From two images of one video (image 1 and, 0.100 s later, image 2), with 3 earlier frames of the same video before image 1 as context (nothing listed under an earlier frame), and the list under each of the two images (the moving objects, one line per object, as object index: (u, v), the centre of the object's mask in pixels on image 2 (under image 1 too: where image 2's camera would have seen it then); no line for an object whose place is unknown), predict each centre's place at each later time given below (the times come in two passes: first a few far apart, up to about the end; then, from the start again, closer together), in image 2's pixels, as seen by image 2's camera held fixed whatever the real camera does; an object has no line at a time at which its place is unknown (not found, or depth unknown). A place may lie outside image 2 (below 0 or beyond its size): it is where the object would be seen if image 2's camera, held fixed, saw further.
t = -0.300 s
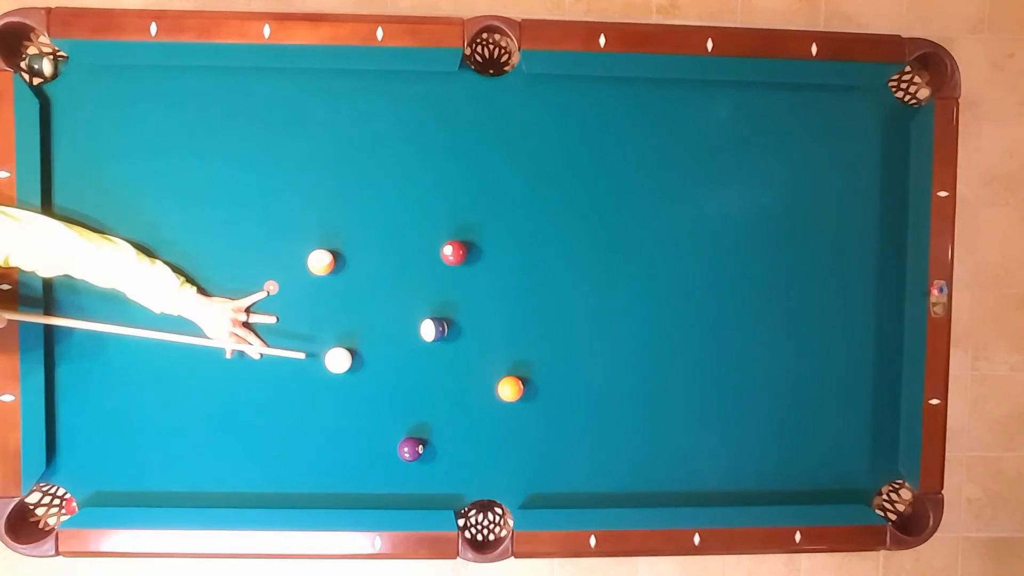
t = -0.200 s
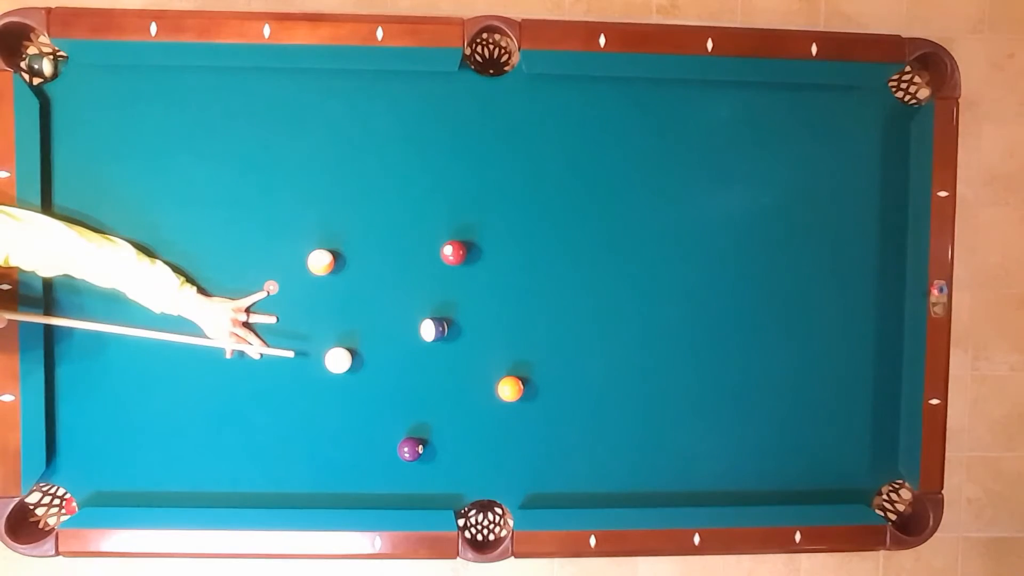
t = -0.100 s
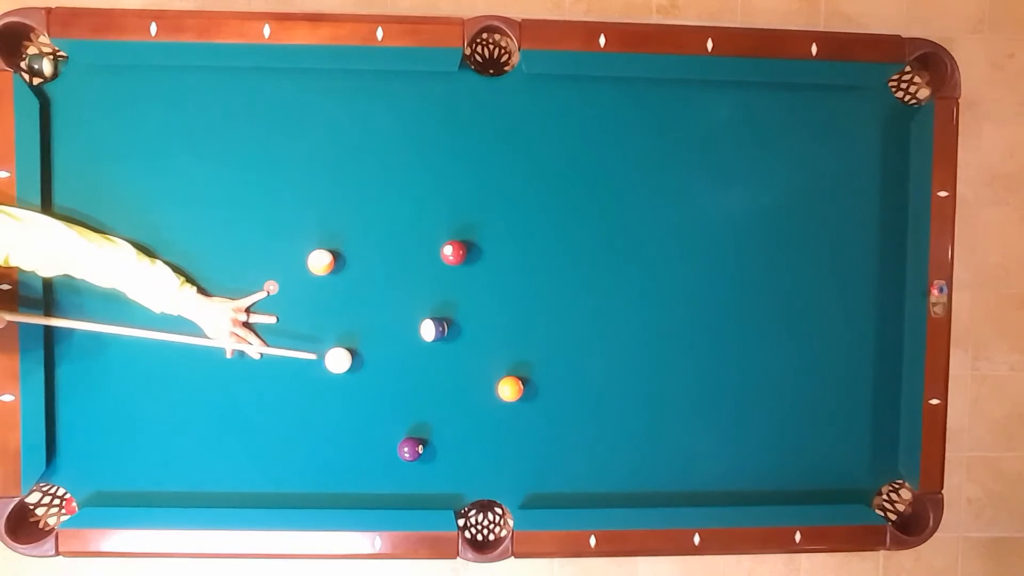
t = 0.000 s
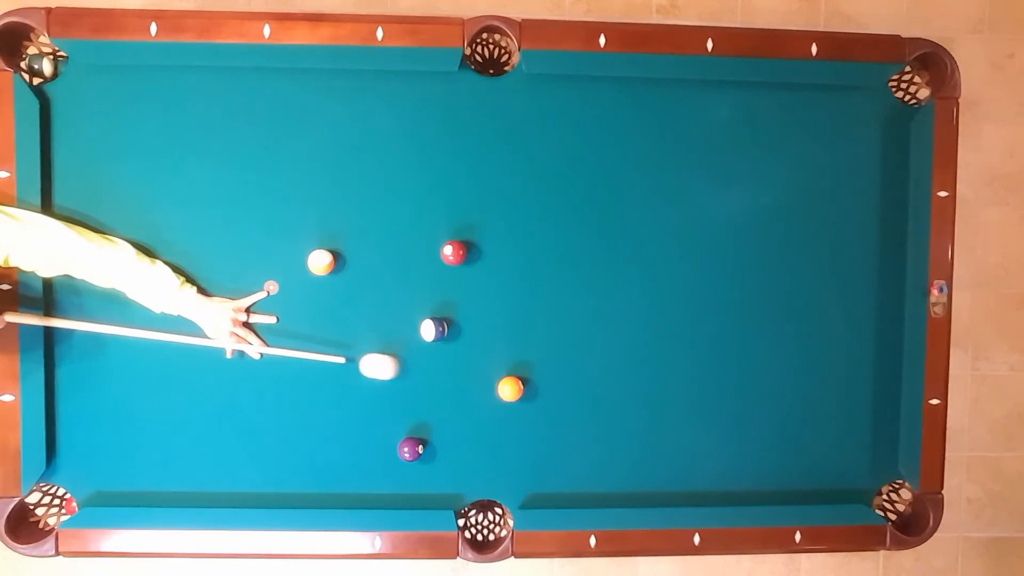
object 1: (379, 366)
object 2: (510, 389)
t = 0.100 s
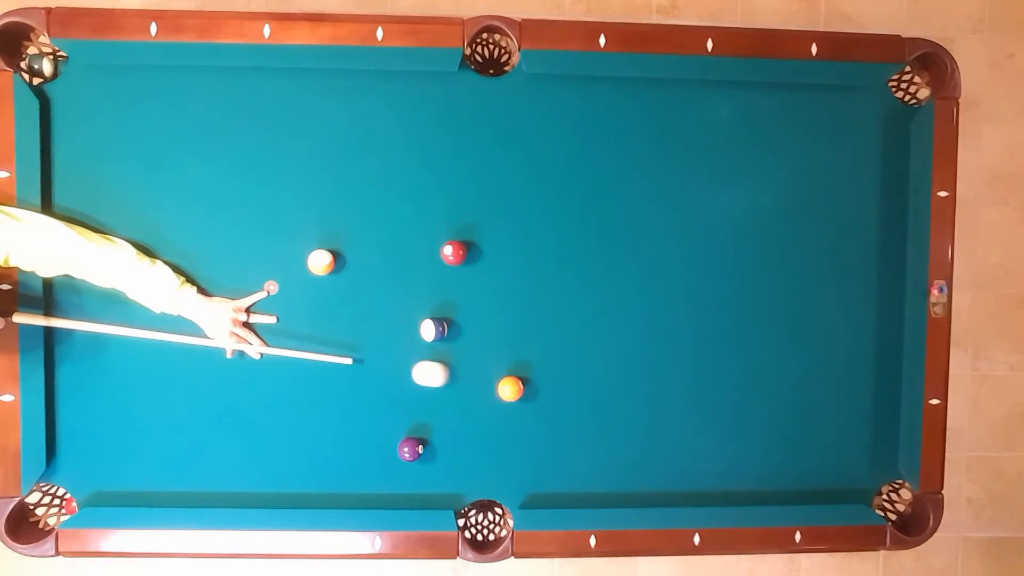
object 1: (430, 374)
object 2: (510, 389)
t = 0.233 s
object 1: (485, 381)
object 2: (514, 390)
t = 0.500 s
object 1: (513, 372)
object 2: (590, 412)
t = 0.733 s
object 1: (538, 365)
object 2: (646, 429)
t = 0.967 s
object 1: (561, 359)
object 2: (699, 444)
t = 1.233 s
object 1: (586, 353)
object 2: (756, 461)
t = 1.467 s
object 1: (604, 348)
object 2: (802, 476)
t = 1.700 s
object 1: (621, 344)
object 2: (845, 489)
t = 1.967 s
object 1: (638, 341)
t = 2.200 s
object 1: (651, 338)
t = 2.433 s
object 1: (661, 335)
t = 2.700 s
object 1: (670, 332)
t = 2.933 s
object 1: (675, 329)
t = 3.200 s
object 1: (678, 326)
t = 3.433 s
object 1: (678, 325)
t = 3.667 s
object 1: (678, 325)
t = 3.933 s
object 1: (678, 325)
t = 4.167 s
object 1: (678, 325)
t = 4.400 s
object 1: (678, 325)
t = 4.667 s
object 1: (678, 325)
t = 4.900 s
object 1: (678, 325)
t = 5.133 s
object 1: (678, 325)
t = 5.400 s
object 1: (678, 325)
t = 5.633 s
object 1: (678, 325)
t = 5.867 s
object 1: (678, 325)
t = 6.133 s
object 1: (678, 325)
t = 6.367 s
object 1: (678, 325)
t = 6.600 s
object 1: (678, 325)
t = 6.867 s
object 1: (678, 325)
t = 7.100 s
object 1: (678, 325)
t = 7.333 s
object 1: (678, 325)
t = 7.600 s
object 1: (678, 325)
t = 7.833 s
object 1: (678, 325)
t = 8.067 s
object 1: (678, 325)
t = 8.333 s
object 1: (678, 325)
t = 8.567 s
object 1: (678, 325)
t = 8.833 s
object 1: (678, 325)
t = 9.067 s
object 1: (678, 325)
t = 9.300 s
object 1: (678, 325)
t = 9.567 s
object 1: (678, 325)
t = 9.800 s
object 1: (678, 325)
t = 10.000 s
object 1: (678, 325)
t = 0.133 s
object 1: (445, 376)
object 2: (510, 389)
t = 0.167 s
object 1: (460, 378)
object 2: (510, 389)
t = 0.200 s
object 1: (475, 380)
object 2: (510, 389)
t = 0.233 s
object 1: (485, 381)
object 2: (514, 390)
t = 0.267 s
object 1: (488, 379)
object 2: (525, 393)
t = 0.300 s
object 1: (490, 378)
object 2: (537, 397)
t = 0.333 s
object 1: (494, 377)
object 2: (547, 400)
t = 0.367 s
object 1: (498, 376)
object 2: (557, 403)
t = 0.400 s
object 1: (501, 374)
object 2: (566, 405)
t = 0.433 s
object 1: (505, 373)
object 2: (574, 407)
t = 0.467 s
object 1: (509, 373)
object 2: (582, 410)
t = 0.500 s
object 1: (513, 372)
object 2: (590, 412)
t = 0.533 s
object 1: (517, 371)
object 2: (599, 415)
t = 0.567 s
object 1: (520, 370)
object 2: (607, 417)
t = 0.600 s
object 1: (524, 369)
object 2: (615, 419)
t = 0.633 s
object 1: (528, 368)
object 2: (623, 421)
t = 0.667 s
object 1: (531, 367)
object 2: (631, 424)
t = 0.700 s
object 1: (535, 366)
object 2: (639, 426)
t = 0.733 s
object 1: (538, 365)
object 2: (646, 429)
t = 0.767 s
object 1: (542, 364)
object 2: (654, 431)
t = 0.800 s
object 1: (545, 363)
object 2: (662, 433)
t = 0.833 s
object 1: (548, 362)
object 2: (670, 435)
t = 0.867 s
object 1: (552, 362)
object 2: (677, 438)
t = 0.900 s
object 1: (555, 361)
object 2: (685, 440)
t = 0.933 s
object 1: (558, 360)
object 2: (692, 442)
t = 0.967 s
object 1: (561, 359)
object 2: (699, 444)
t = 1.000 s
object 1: (565, 358)
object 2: (707, 446)
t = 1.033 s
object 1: (568, 358)
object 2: (714, 448)
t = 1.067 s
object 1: (571, 357)
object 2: (721, 451)
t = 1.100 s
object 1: (574, 356)
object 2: (728, 453)
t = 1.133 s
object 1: (577, 355)
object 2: (735, 455)
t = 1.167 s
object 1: (580, 355)
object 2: (742, 457)
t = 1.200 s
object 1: (583, 354)
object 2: (749, 459)
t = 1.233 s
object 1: (586, 353)
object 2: (756, 461)
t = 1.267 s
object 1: (588, 353)
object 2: (762, 463)
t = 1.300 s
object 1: (591, 352)
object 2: (769, 465)
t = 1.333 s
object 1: (594, 351)
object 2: (776, 467)
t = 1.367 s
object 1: (596, 350)
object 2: (782, 469)
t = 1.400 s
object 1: (599, 350)
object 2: (789, 472)
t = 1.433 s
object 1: (602, 349)
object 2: (795, 474)
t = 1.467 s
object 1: (604, 348)
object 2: (802, 476)
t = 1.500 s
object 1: (607, 347)
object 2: (808, 478)
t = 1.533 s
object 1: (609, 347)
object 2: (814, 479)
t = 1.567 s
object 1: (612, 346)
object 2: (821, 481)
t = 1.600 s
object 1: (614, 346)
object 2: (827, 483)
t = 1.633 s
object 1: (616, 345)
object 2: (833, 485)
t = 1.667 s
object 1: (619, 345)
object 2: (839, 487)
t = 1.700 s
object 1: (621, 344)
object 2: (845, 489)
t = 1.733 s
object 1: (623, 344)
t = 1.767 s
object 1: (626, 343)
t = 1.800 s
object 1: (628, 343)
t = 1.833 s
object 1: (630, 343)
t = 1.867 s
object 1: (632, 342)
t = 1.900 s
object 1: (634, 342)
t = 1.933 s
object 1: (636, 341)
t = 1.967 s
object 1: (638, 341)
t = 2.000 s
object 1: (640, 340)
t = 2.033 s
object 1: (642, 340)
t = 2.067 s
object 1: (644, 339)
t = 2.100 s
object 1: (645, 339)
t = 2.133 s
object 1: (647, 339)
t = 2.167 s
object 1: (649, 338)
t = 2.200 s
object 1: (651, 338)
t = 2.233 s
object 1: (652, 337)
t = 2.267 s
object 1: (654, 337)
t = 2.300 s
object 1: (655, 336)
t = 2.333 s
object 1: (657, 336)
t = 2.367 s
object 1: (658, 335)
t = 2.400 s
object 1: (660, 335)
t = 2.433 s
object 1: (661, 335)
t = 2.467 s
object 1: (662, 334)
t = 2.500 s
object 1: (663, 334)
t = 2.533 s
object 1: (665, 333)
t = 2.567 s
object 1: (666, 333)
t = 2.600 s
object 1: (667, 333)
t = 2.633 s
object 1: (668, 332)
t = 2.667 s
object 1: (669, 332)
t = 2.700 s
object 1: (670, 332)
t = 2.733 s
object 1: (670, 331)
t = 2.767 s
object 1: (671, 331)
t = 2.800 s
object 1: (672, 330)
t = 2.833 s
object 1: (673, 330)
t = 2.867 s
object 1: (674, 329)
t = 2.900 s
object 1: (674, 329)
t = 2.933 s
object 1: (675, 329)
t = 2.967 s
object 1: (675, 328)
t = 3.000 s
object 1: (676, 328)
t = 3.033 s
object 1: (676, 327)
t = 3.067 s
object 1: (677, 327)
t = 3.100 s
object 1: (677, 327)
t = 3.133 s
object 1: (677, 326)
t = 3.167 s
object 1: (678, 326)
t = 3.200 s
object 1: (678, 326)
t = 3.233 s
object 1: (678, 325)
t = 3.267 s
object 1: (678, 325)
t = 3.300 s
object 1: (678, 325)
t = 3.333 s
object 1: (678, 325)
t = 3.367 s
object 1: (678, 325)
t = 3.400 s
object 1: (678, 325)
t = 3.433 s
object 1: (678, 325)
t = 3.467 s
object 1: (678, 324)
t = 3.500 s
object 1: (678, 325)
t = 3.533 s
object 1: (678, 325)
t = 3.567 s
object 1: (678, 325)
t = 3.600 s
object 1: (678, 325)
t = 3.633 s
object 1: (678, 325)
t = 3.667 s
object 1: (678, 325)
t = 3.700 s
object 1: (678, 325)
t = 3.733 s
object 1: (678, 325)
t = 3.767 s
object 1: (678, 325)
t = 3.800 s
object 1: (678, 325)
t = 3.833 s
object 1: (678, 325)
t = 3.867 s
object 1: (678, 325)
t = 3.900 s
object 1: (678, 325)
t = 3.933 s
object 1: (678, 325)
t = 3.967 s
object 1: (678, 325)
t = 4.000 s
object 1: (678, 325)
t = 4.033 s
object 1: (678, 325)
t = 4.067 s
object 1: (678, 325)
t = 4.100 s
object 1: (678, 325)
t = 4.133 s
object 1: (678, 325)
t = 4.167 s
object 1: (678, 325)
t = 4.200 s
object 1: (678, 325)
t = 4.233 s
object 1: (678, 325)
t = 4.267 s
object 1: (678, 325)
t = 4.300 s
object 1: (678, 325)
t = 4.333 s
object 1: (678, 325)
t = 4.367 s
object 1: (678, 325)
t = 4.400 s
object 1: (678, 325)
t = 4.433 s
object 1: (678, 325)
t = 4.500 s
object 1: (678, 325)
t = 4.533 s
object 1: (678, 325)
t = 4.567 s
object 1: (678, 325)
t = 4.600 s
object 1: (678, 325)
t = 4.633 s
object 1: (678, 325)
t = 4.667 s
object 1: (678, 325)
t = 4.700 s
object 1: (678, 325)
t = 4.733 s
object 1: (678, 325)
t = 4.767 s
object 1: (678, 325)
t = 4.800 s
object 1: (678, 325)
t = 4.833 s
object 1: (678, 325)
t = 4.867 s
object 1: (678, 325)
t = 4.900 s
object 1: (678, 325)
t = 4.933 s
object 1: (678, 325)
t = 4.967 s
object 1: (678, 325)
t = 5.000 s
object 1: (678, 325)
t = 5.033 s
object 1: (678, 325)
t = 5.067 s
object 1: (678, 325)
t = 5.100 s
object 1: (678, 325)
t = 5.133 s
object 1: (678, 325)
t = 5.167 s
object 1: (678, 325)
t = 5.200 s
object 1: (678, 325)
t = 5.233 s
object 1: (678, 325)
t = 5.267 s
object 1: (678, 325)
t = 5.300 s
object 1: (678, 325)
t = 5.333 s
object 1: (678, 325)
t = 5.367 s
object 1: (678, 325)
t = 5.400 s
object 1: (678, 325)
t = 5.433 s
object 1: (678, 325)
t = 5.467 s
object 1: (678, 325)
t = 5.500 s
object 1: (678, 325)
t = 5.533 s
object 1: (678, 325)
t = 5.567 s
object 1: (678, 325)
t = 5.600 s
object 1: (678, 325)
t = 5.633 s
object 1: (678, 325)
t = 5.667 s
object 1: (678, 325)
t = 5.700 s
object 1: (678, 325)
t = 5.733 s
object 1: (678, 325)
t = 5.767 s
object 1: (678, 325)
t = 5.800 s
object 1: (678, 325)
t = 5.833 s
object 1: (678, 325)
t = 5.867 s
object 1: (678, 325)
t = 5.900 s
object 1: (678, 325)
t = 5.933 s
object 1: (678, 325)
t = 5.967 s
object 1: (678, 325)
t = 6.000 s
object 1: (678, 325)
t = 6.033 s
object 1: (678, 325)
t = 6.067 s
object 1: (678, 325)
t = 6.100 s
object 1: (678, 325)
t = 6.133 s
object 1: (678, 325)
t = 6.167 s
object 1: (678, 325)
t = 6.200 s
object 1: (678, 325)
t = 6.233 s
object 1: (678, 325)
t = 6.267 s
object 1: (678, 325)
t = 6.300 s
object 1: (678, 325)
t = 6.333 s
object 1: (678, 325)
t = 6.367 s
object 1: (678, 325)
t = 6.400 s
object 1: (678, 325)
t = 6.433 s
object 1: (678, 325)
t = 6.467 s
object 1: (678, 325)
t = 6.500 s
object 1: (678, 325)
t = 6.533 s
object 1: (678, 325)
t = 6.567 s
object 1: (678, 325)
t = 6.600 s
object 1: (678, 325)
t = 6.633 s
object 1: (678, 325)
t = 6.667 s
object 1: (678, 325)
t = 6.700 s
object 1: (678, 325)
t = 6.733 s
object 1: (678, 325)
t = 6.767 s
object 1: (678, 325)
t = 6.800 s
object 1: (678, 325)
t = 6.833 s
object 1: (678, 325)
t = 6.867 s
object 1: (678, 325)
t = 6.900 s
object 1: (678, 325)
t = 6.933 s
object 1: (678, 325)
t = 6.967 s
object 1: (678, 325)
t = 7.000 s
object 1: (678, 325)
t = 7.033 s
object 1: (678, 325)
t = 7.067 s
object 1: (678, 325)
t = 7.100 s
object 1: (678, 325)
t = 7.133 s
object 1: (678, 325)
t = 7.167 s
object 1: (678, 325)
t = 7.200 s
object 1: (678, 325)
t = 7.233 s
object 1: (678, 325)
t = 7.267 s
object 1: (678, 325)
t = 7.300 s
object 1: (678, 325)
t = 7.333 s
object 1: (678, 325)
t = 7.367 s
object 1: (678, 325)
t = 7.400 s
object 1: (678, 325)
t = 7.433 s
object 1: (678, 325)
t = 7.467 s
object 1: (678, 325)
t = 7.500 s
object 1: (678, 325)
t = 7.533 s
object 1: (678, 325)
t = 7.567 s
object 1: (678, 325)
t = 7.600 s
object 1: (678, 325)
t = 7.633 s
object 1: (678, 325)
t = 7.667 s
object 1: (678, 325)
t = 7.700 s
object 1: (678, 325)
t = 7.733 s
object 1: (678, 325)
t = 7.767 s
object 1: (678, 325)
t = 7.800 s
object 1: (678, 325)
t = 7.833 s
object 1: (678, 325)
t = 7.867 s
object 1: (678, 325)
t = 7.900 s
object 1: (678, 325)
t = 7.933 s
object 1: (678, 325)
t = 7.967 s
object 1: (678, 325)
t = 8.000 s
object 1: (678, 325)
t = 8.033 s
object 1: (678, 325)
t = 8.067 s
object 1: (678, 325)
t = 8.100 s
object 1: (678, 325)
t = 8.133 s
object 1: (678, 325)
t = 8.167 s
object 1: (678, 325)
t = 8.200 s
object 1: (678, 325)
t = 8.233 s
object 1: (678, 325)
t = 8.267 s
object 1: (678, 325)
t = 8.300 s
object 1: (678, 325)
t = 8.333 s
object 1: (678, 325)
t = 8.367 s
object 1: (678, 325)
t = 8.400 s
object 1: (678, 325)
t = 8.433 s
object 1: (678, 325)
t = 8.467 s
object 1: (678, 325)
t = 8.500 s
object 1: (678, 325)
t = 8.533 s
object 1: (678, 325)
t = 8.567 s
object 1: (678, 325)
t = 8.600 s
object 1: (678, 325)
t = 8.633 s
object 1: (678, 325)
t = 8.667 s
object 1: (678, 325)
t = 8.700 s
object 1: (678, 325)
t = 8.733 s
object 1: (678, 325)
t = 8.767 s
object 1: (678, 325)
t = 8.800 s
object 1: (678, 325)
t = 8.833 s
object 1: (678, 325)
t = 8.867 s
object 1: (678, 325)
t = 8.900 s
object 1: (678, 325)
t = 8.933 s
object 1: (678, 325)
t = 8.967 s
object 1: (678, 325)
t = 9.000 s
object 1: (678, 325)
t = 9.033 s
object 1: (678, 325)
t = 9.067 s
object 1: (678, 325)
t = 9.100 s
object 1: (678, 325)
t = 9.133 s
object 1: (678, 325)
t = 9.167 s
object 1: (678, 325)
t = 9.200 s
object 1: (678, 325)
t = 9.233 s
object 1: (678, 325)
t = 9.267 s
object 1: (678, 325)
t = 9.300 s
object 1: (678, 325)
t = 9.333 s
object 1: (678, 325)
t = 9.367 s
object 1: (678, 325)
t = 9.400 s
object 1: (678, 325)
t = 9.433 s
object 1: (678, 325)
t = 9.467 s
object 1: (678, 325)
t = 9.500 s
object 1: (678, 325)
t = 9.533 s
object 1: (678, 325)
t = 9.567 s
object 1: (678, 325)
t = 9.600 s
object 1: (678, 325)
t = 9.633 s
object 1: (678, 325)
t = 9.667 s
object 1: (678, 325)
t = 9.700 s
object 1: (678, 325)
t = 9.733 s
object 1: (678, 325)
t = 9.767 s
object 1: (678, 325)
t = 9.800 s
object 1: (678, 325)
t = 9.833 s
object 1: (678, 325)
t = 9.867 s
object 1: (678, 325)
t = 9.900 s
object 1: (678, 325)
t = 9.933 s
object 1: (678, 325)
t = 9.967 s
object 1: (678, 325)
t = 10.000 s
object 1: (678, 325)
